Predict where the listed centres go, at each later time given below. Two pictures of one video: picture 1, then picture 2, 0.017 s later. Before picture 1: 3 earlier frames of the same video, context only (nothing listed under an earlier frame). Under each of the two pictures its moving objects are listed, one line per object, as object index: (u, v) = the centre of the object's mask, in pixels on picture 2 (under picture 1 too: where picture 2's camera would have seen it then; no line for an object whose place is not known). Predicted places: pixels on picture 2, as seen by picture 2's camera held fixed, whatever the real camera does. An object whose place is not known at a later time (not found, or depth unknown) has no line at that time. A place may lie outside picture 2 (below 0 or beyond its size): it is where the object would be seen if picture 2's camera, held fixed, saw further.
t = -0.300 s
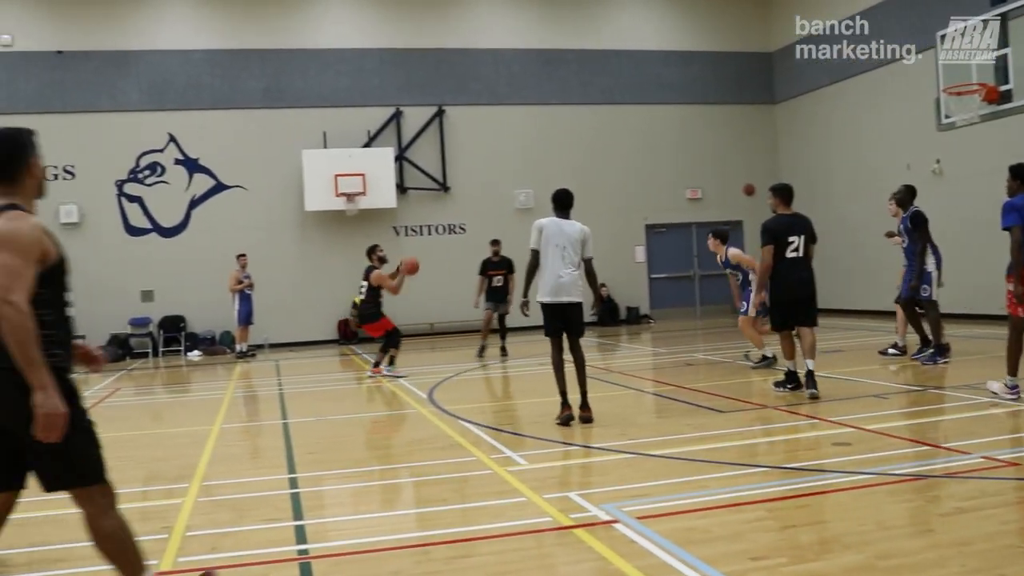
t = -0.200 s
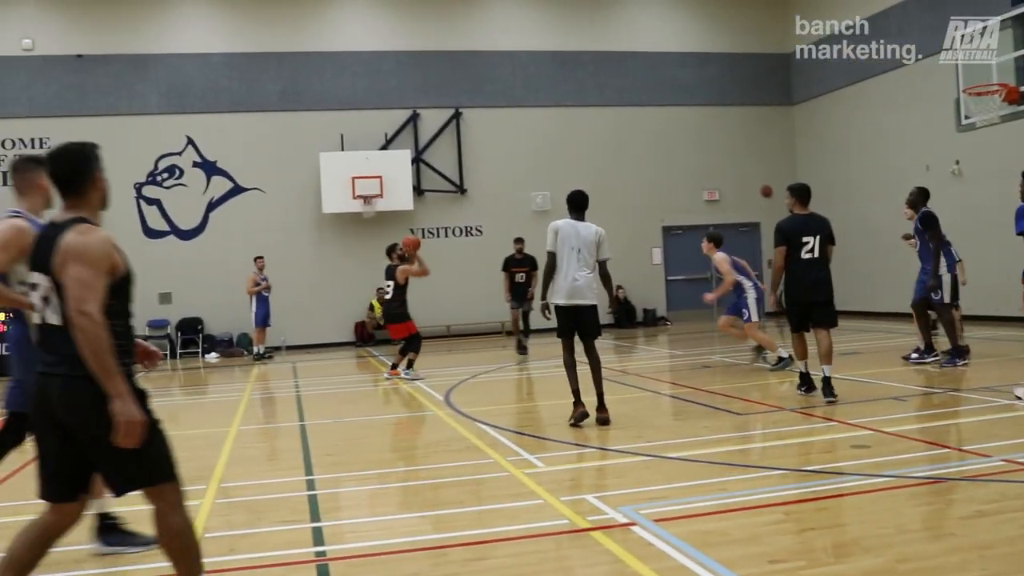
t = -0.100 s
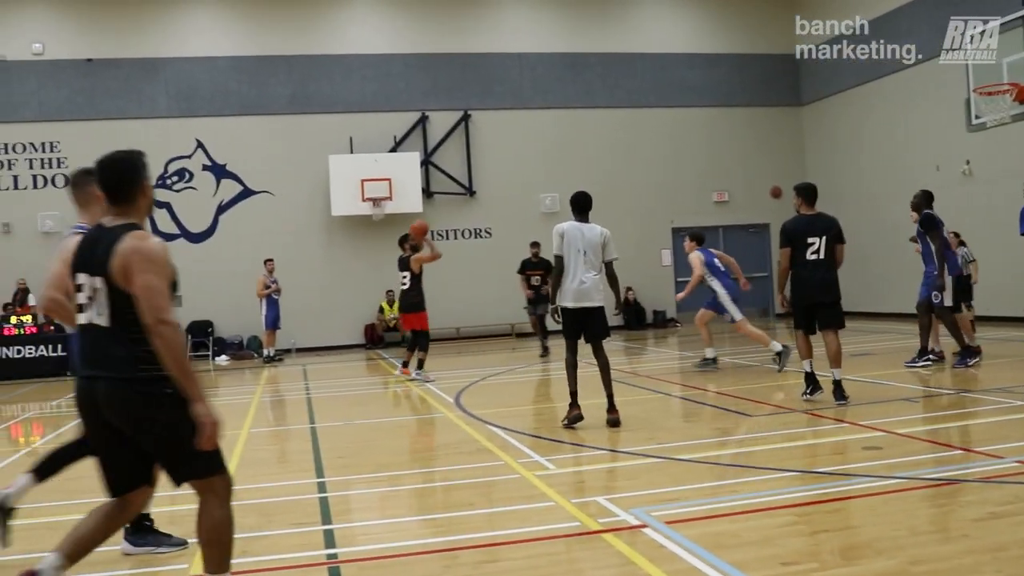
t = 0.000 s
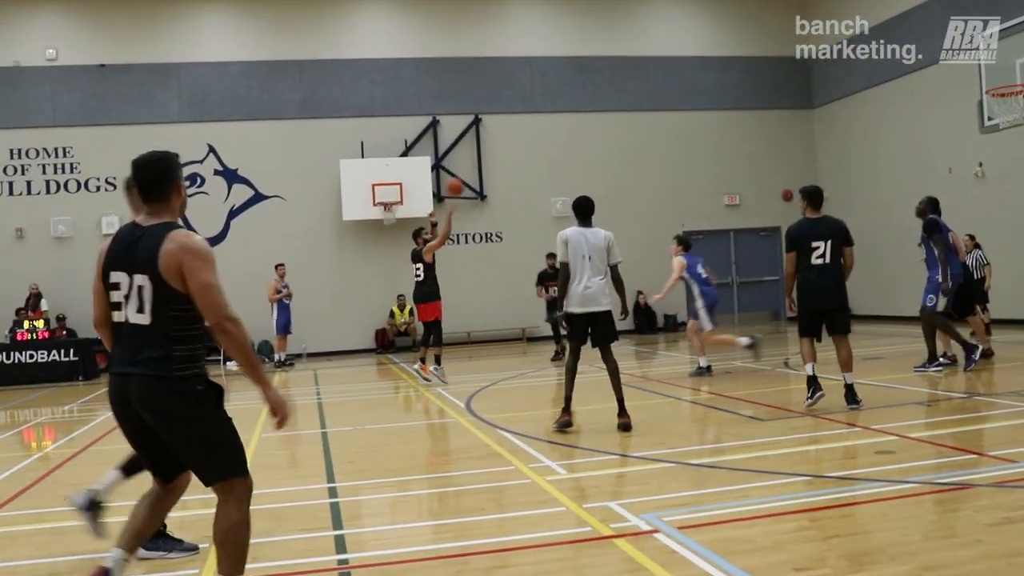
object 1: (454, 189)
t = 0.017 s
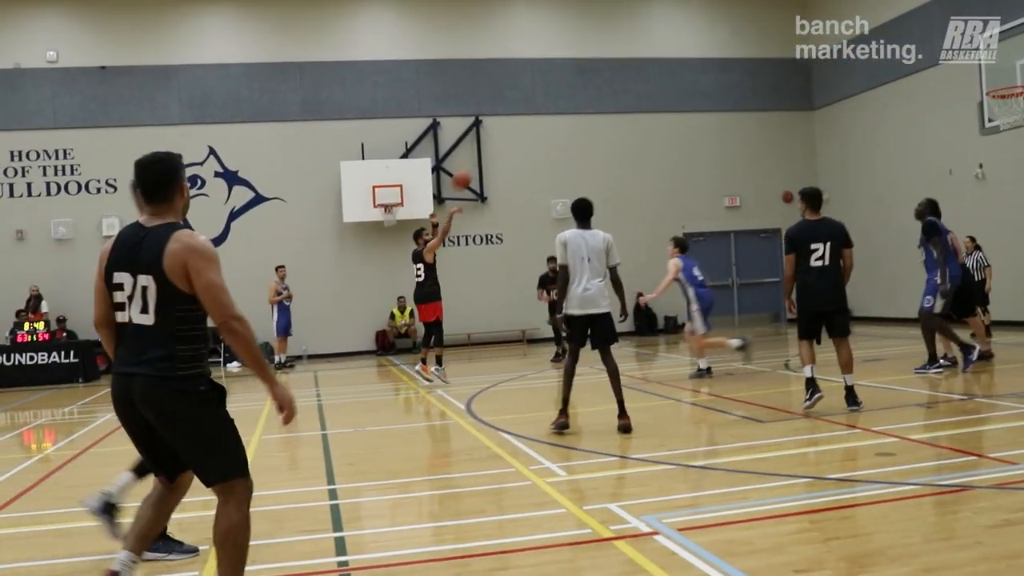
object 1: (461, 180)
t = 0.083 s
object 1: (487, 146)
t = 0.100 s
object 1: (495, 137)
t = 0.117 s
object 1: (501, 130)
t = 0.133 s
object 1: (508, 121)
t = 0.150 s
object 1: (515, 114)
